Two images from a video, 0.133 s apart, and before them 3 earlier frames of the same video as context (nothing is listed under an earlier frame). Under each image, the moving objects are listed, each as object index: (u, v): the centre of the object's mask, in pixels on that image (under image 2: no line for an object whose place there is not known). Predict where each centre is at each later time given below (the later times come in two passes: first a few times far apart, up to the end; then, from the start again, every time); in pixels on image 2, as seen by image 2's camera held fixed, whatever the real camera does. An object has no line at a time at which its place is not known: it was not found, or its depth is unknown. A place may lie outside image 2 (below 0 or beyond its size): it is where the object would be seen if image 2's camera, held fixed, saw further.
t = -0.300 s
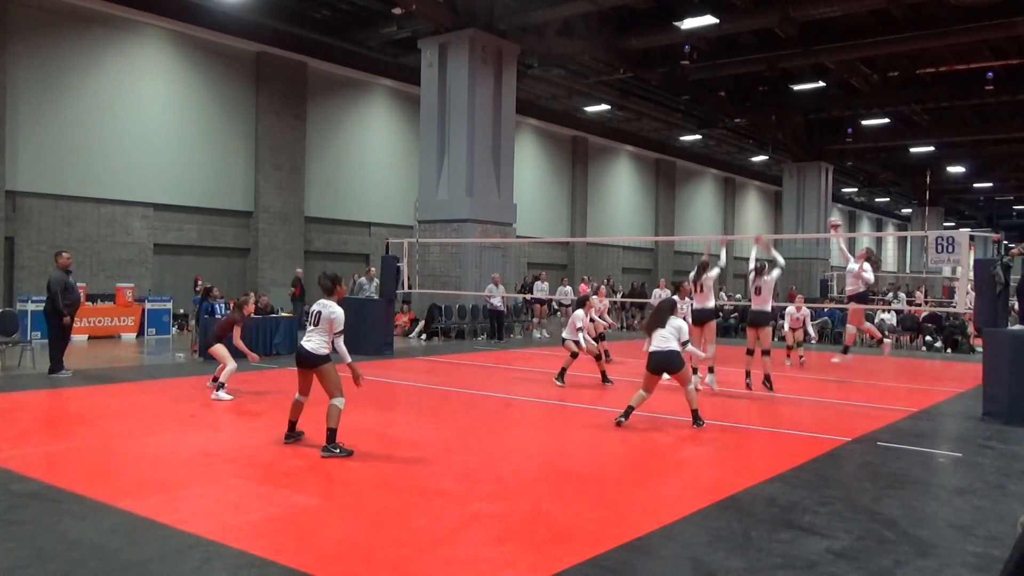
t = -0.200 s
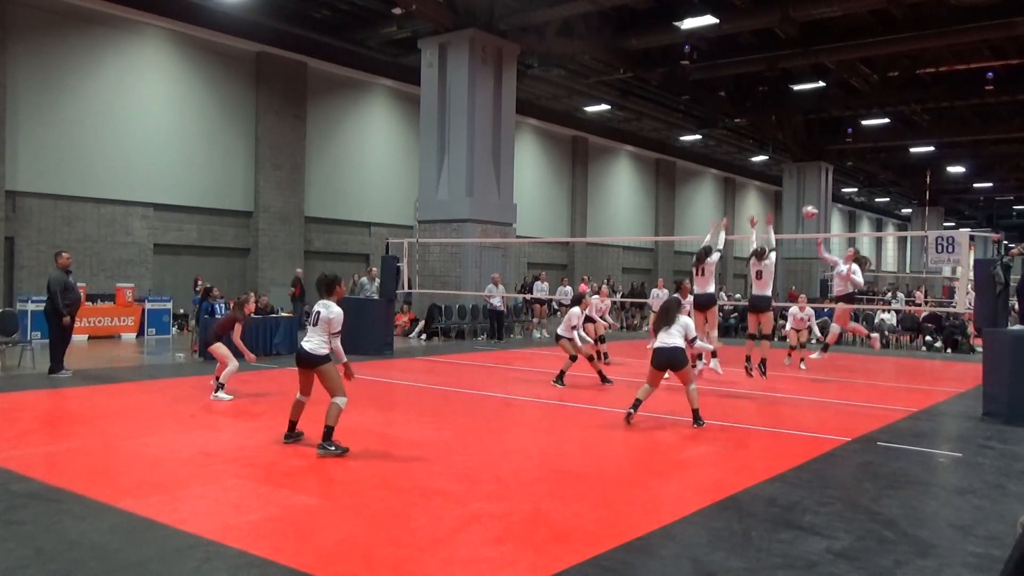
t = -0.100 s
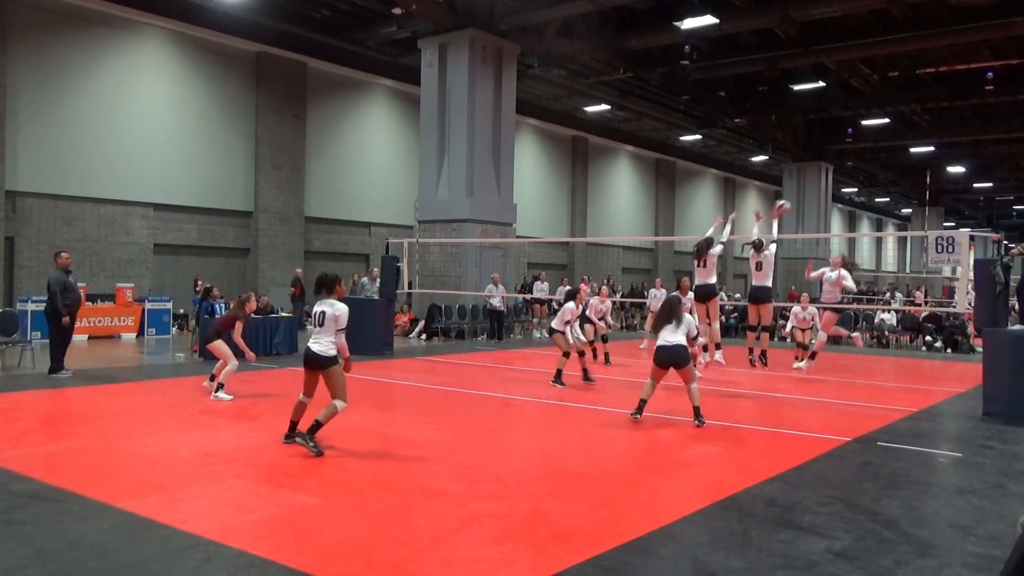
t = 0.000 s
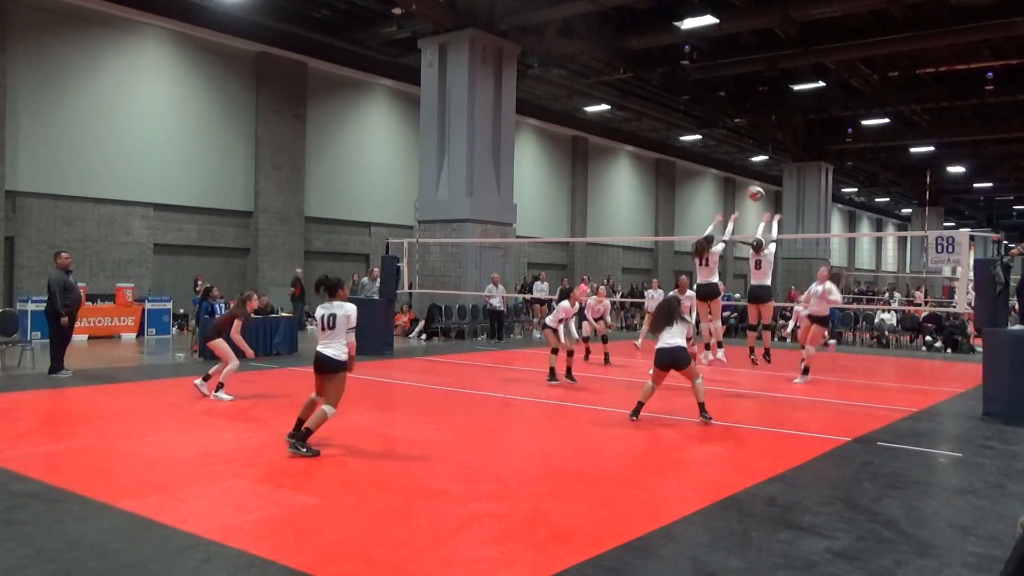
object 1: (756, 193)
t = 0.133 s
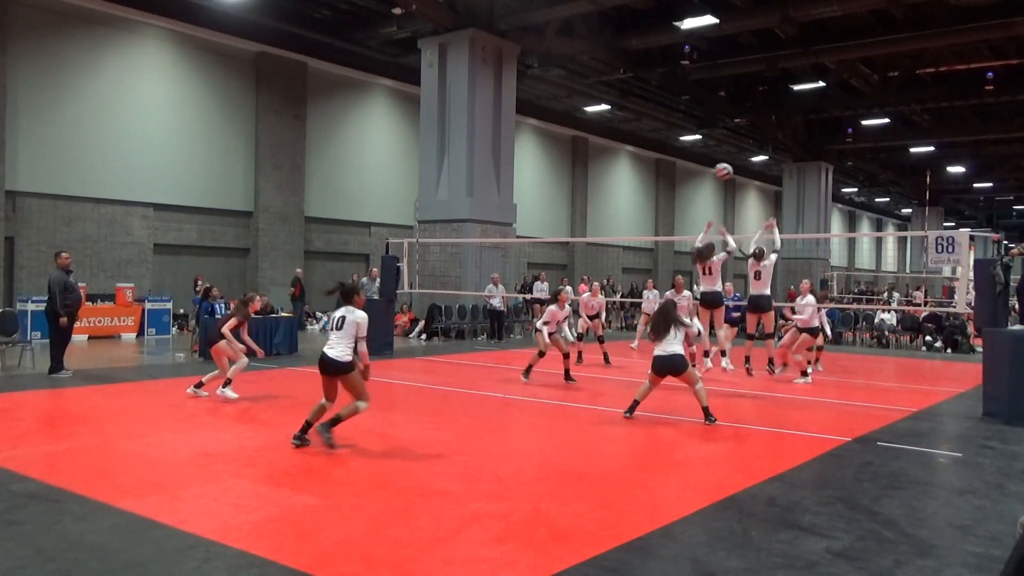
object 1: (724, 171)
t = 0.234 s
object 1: (698, 163)
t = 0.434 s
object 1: (642, 169)
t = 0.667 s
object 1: (571, 223)
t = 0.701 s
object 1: (560, 235)
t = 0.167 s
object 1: (715, 167)
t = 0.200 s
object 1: (706, 164)
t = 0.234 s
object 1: (698, 163)
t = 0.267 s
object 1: (689, 161)
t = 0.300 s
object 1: (680, 161)
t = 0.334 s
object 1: (670, 162)
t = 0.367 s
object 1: (661, 164)
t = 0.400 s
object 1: (652, 166)
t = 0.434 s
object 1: (642, 169)
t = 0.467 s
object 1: (632, 173)
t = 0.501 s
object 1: (621, 180)
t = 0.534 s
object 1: (612, 186)
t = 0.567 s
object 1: (601, 193)
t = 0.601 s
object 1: (591, 202)
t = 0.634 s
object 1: (581, 212)
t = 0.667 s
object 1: (571, 223)
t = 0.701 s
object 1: (560, 235)
